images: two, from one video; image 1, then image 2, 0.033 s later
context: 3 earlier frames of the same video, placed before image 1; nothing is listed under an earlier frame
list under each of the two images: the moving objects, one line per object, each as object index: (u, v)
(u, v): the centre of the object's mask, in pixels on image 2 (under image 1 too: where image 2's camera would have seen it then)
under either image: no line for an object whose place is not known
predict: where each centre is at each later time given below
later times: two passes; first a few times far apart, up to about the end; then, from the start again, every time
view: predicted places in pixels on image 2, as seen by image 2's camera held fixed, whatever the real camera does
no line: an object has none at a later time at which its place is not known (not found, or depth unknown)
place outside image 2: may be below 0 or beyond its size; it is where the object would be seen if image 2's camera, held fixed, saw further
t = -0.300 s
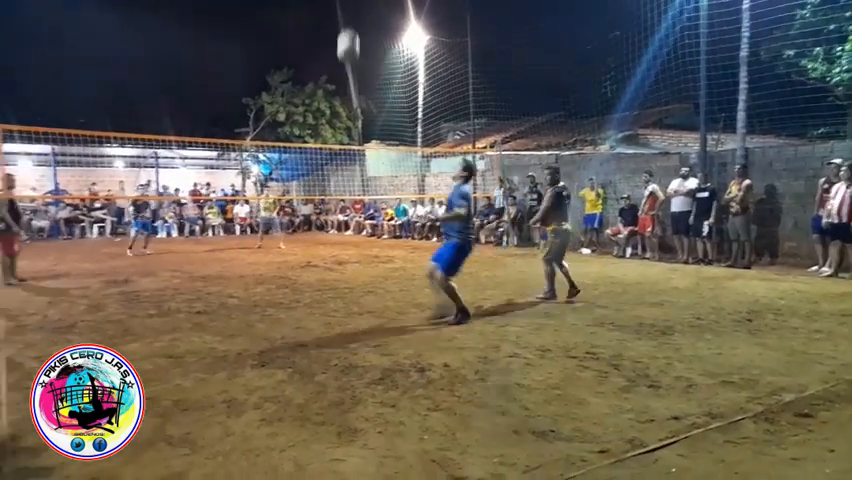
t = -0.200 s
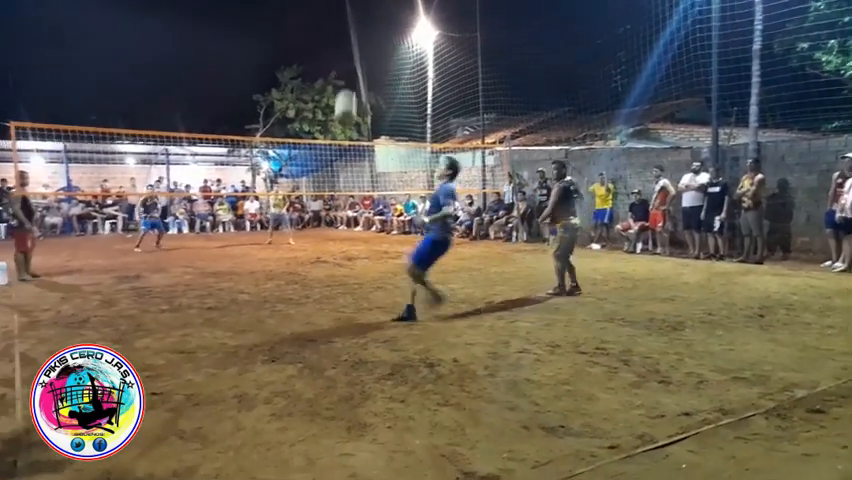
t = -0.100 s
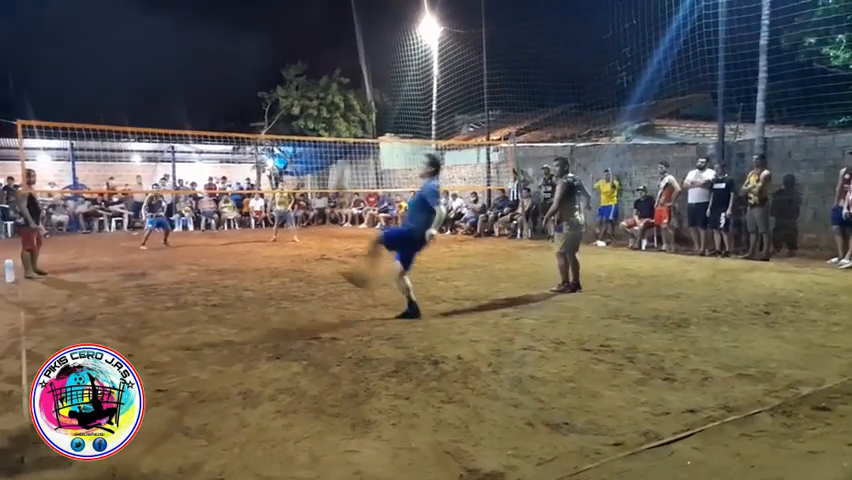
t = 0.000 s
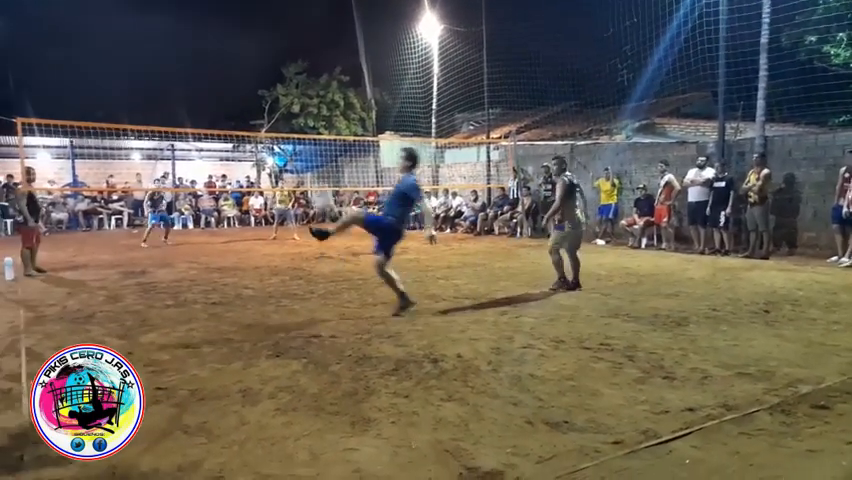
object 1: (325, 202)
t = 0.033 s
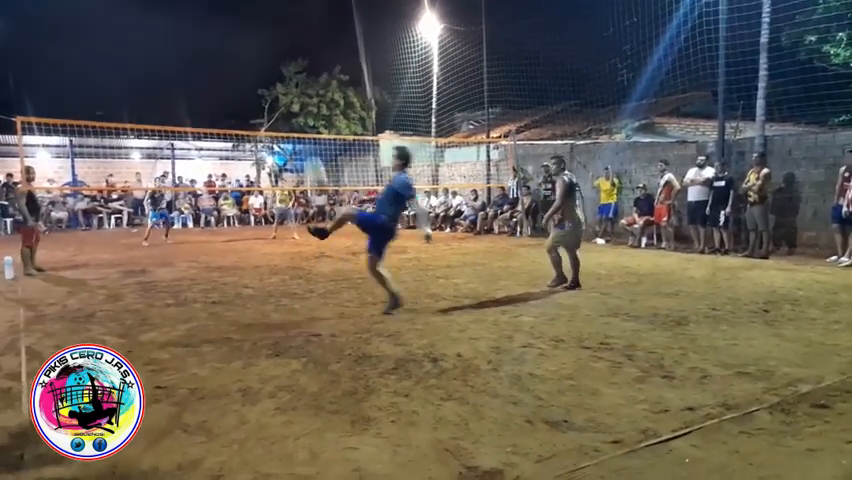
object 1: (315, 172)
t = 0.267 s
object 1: (275, 58)
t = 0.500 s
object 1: (247, 16)
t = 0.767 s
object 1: (227, 20)
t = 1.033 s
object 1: (213, 60)
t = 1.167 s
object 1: (209, 88)
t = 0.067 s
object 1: (310, 151)
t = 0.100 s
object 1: (301, 126)
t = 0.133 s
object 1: (296, 113)
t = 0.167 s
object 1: (290, 97)
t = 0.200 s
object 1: (285, 81)
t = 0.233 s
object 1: (280, 69)
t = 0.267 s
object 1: (275, 58)
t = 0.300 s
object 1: (270, 48)
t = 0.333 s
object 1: (266, 40)
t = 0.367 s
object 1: (262, 33)
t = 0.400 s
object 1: (258, 27)
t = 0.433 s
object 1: (254, 22)
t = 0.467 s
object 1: (250, 19)
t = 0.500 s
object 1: (247, 16)
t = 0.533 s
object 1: (245, 14)
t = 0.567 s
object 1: (241, 13)
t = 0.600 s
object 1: (239, 13)
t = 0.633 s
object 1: (236, 13)
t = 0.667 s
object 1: (233, 14)
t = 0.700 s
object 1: (231, 16)
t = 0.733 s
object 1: (229, 18)
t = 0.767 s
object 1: (227, 20)
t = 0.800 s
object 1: (225, 24)
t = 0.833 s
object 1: (223, 27)
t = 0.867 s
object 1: (221, 32)
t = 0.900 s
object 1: (220, 37)
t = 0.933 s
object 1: (218, 42)
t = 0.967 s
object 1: (217, 47)
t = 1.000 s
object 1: (215, 54)
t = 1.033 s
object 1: (213, 60)
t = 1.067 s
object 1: (212, 66)
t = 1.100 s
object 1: (211, 73)
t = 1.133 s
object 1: (210, 81)
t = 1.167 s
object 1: (209, 88)
